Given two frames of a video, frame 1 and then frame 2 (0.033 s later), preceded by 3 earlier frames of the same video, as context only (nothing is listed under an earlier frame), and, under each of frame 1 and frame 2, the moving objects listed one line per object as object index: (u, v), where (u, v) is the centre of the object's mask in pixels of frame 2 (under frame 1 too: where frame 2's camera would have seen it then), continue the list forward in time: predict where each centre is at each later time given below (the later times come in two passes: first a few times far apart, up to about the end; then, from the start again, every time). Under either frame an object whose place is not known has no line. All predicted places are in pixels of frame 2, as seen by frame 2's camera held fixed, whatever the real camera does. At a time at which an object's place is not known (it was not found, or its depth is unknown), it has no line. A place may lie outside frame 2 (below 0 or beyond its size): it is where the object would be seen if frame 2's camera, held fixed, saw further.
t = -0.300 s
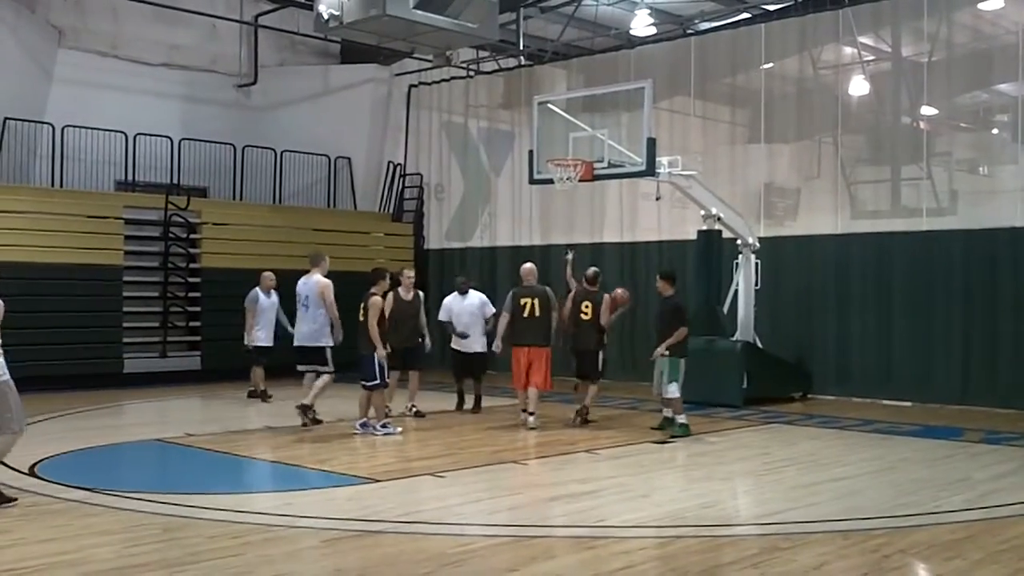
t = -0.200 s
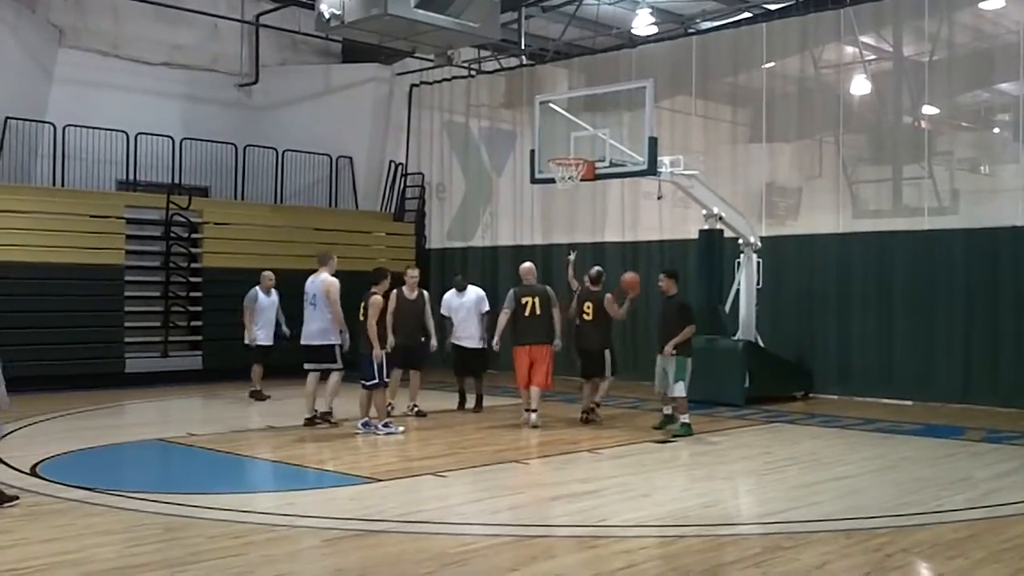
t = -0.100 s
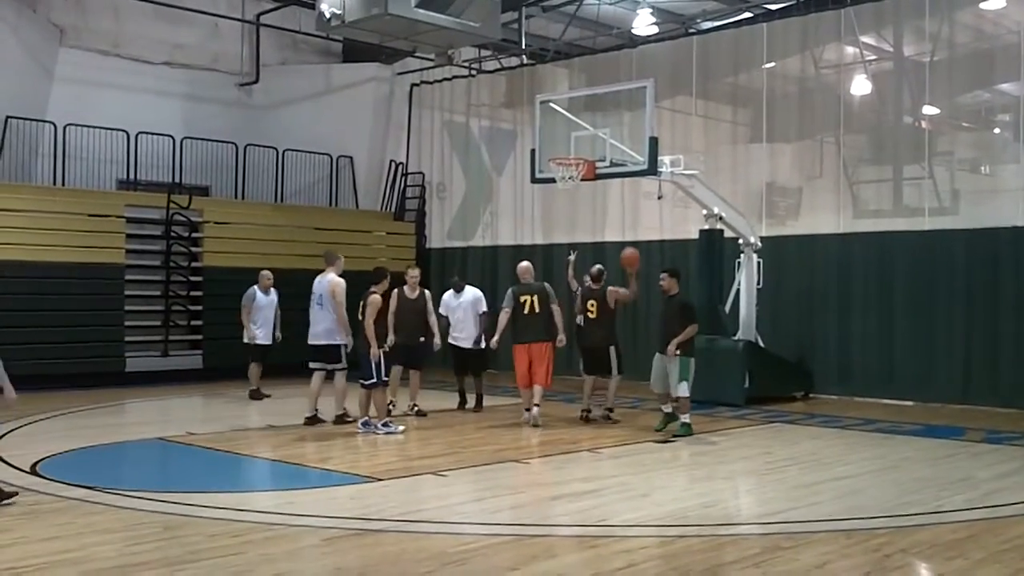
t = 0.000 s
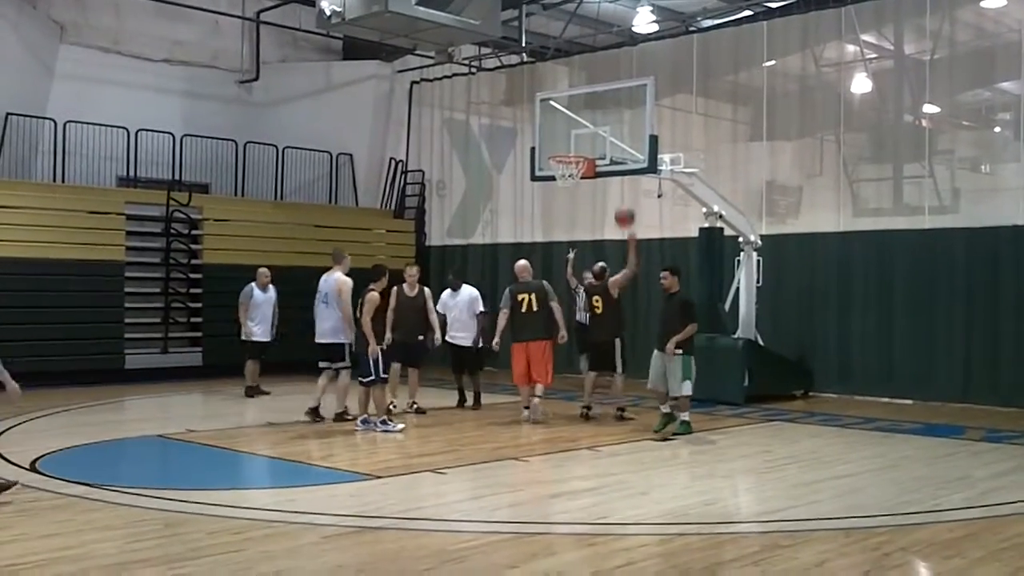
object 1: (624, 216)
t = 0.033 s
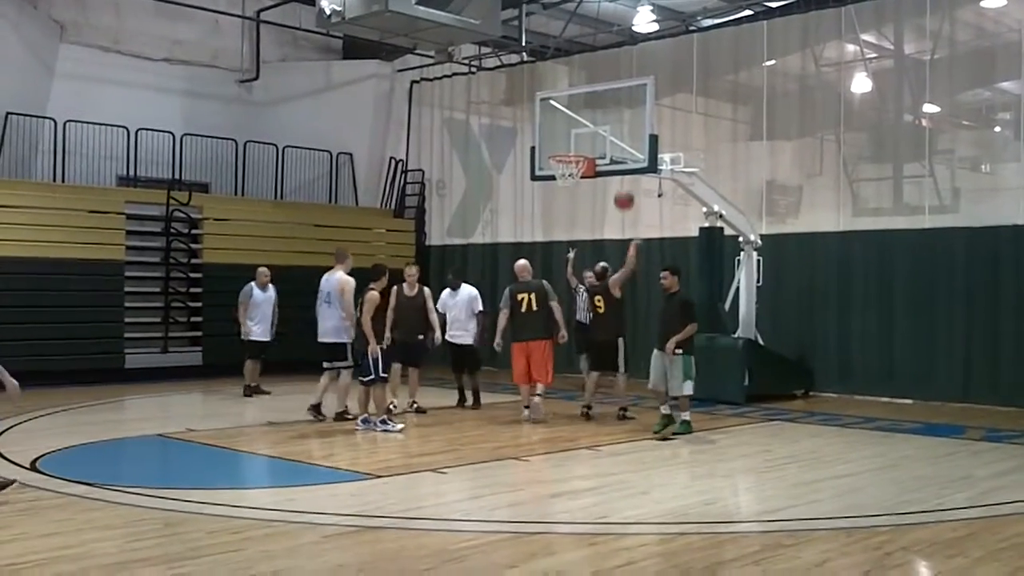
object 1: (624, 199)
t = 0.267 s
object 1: (620, 111)
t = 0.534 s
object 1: (614, 68)
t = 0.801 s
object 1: (604, 71)
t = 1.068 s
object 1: (584, 113)
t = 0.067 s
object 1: (623, 185)
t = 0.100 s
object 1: (622, 169)
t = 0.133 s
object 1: (621, 157)
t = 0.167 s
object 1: (621, 144)
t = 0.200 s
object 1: (621, 132)
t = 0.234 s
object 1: (620, 121)
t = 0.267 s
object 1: (620, 111)
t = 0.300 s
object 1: (619, 103)
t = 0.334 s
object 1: (618, 97)
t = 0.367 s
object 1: (618, 89)
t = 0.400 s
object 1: (617, 82)
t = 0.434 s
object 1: (617, 77)
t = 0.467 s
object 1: (617, 74)
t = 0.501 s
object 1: (616, 71)
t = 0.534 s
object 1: (614, 68)
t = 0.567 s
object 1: (614, 67)
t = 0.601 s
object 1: (614, 67)
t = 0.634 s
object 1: (613, 67)
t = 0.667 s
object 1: (612, 68)
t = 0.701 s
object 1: (612, 71)
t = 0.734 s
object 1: (610, 70)
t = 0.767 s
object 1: (607, 71)
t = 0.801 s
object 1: (604, 71)
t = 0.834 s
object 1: (601, 73)
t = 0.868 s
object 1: (599, 76)
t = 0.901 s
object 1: (597, 79)
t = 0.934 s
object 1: (595, 84)
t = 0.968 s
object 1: (592, 89)
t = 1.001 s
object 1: (590, 100)
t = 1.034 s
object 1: (587, 105)
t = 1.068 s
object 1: (584, 113)
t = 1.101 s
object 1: (581, 123)
